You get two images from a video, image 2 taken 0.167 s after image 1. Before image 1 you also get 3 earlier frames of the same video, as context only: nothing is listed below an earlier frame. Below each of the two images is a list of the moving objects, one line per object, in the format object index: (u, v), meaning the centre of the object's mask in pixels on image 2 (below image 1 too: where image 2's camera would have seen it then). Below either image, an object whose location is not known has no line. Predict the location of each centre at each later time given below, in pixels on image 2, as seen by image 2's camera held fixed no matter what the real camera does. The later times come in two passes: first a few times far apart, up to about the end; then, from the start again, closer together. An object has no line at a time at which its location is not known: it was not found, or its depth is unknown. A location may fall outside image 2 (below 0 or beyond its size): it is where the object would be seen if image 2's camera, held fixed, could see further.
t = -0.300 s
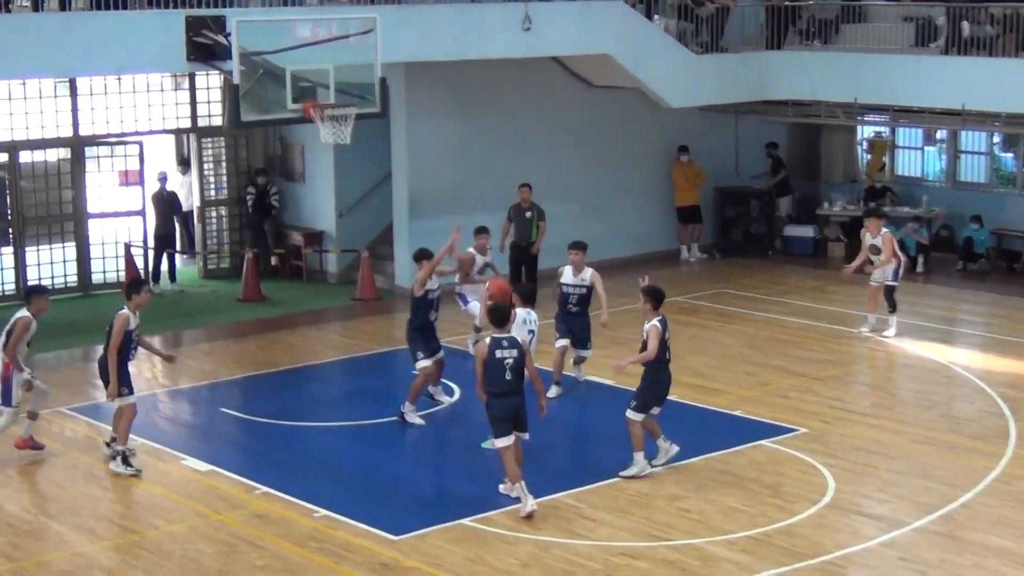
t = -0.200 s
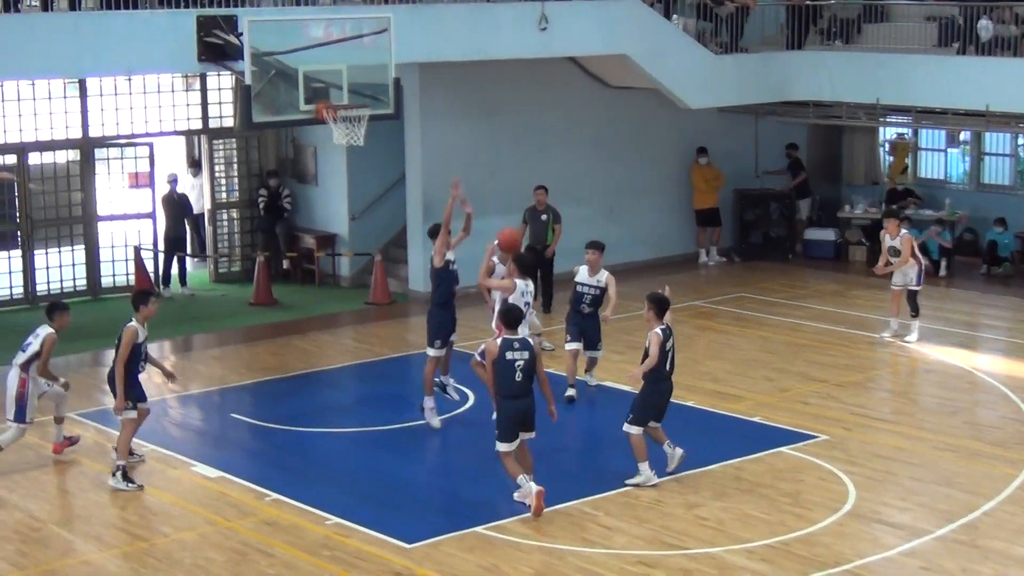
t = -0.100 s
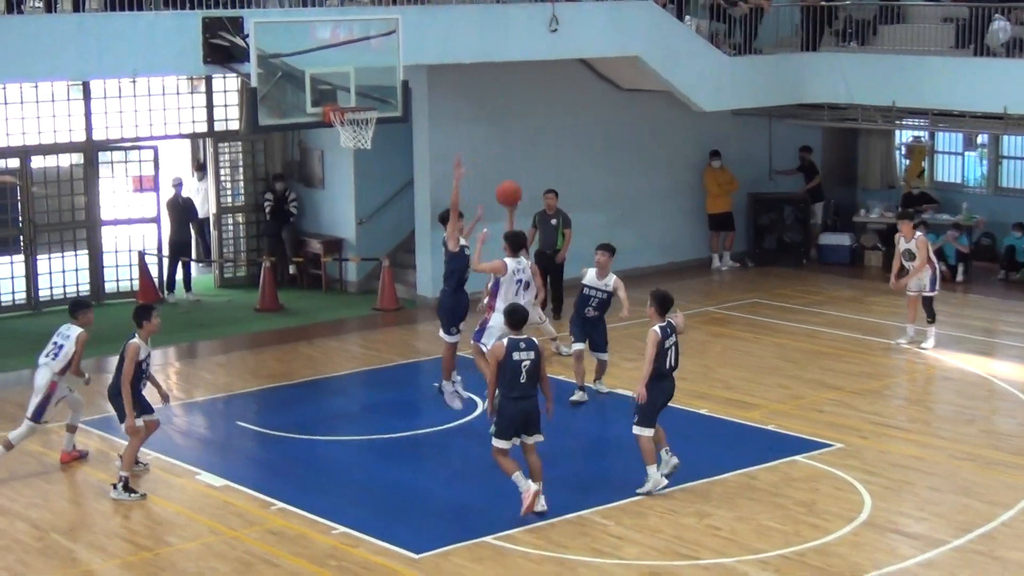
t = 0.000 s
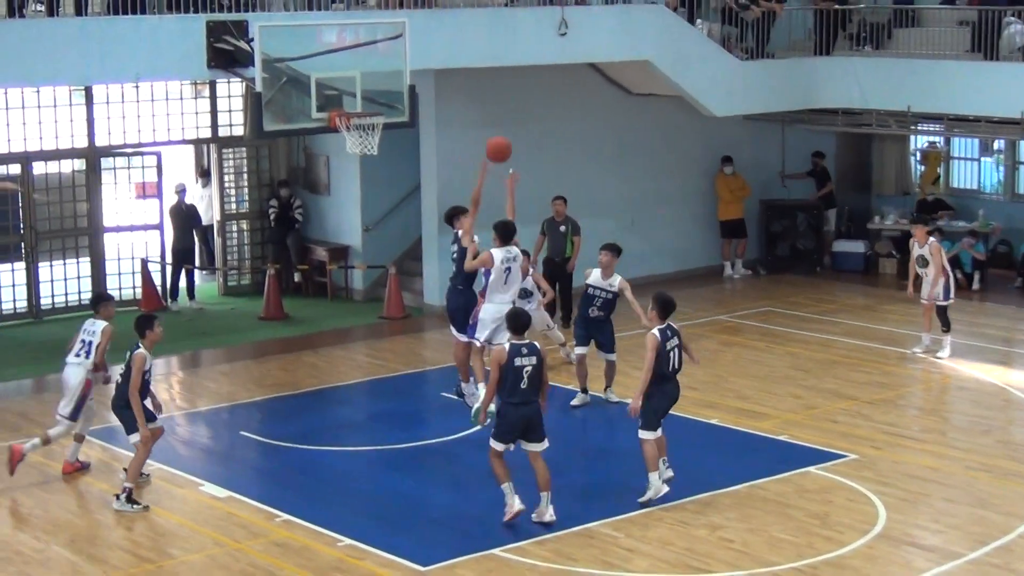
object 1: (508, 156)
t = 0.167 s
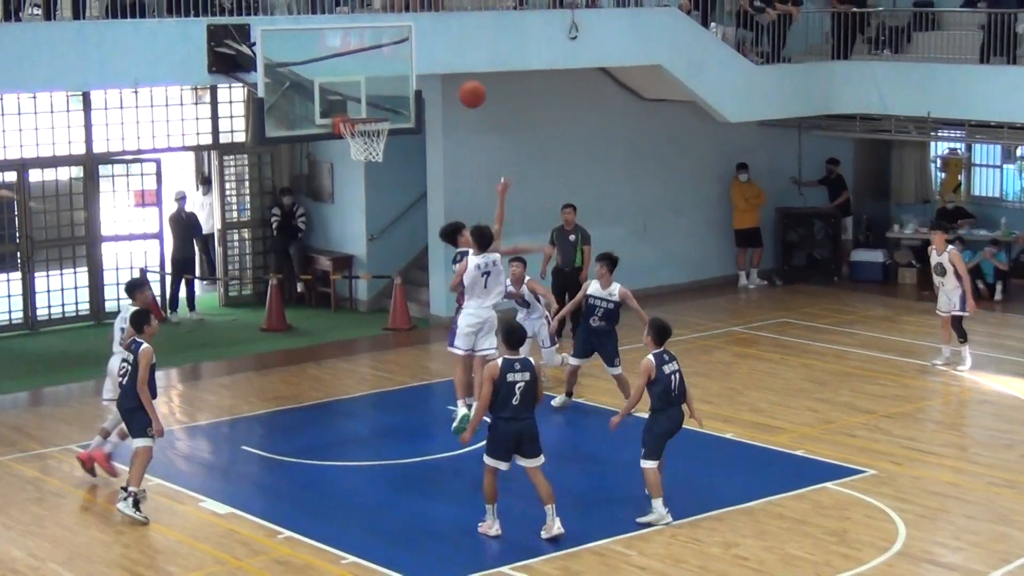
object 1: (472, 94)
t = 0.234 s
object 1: (459, 79)
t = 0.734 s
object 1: (372, 107)
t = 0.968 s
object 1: (365, 91)
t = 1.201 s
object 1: (356, 106)
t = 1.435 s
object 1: (362, 115)
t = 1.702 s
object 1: (379, 155)
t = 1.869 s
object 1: (389, 194)
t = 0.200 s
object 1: (466, 86)
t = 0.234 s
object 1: (459, 79)
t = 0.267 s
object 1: (453, 73)
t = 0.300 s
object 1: (446, 68)
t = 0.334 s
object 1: (440, 64)
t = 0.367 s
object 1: (433, 62)
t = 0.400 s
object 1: (427, 61)
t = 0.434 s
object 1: (421, 62)
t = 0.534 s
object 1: (403, 69)
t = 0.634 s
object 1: (386, 88)
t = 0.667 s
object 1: (380, 95)
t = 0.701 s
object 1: (375, 105)
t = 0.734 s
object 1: (372, 107)
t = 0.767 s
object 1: (371, 101)
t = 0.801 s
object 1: (370, 96)
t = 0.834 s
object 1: (368, 93)
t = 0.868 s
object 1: (367, 91)
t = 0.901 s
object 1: (366, 90)
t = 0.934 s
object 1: (365, 90)
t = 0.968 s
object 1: (365, 91)
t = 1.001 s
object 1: (363, 94)
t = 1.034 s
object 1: (363, 97)
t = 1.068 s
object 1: (362, 101)
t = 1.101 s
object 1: (361, 108)
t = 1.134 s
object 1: (359, 107)
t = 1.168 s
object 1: (358, 106)
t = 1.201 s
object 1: (356, 106)
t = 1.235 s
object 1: (354, 106)
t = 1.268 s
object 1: (352, 108)
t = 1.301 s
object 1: (351, 110)
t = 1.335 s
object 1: (351, 110)
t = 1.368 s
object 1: (354, 111)
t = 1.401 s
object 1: (359, 112)
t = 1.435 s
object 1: (362, 115)
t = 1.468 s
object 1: (364, 114)
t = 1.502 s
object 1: (366, 116)
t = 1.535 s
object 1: (371, 120)
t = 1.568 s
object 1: (372, 129)
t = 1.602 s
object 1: (375, 133)
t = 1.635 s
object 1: (377, 138)
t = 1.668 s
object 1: (380, 146)
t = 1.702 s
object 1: (379, 155)
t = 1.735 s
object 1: (382, 159)
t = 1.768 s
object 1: (384, 164)
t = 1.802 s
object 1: (386, 174)
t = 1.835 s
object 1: (388, 184)
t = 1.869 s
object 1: (389, 194)
